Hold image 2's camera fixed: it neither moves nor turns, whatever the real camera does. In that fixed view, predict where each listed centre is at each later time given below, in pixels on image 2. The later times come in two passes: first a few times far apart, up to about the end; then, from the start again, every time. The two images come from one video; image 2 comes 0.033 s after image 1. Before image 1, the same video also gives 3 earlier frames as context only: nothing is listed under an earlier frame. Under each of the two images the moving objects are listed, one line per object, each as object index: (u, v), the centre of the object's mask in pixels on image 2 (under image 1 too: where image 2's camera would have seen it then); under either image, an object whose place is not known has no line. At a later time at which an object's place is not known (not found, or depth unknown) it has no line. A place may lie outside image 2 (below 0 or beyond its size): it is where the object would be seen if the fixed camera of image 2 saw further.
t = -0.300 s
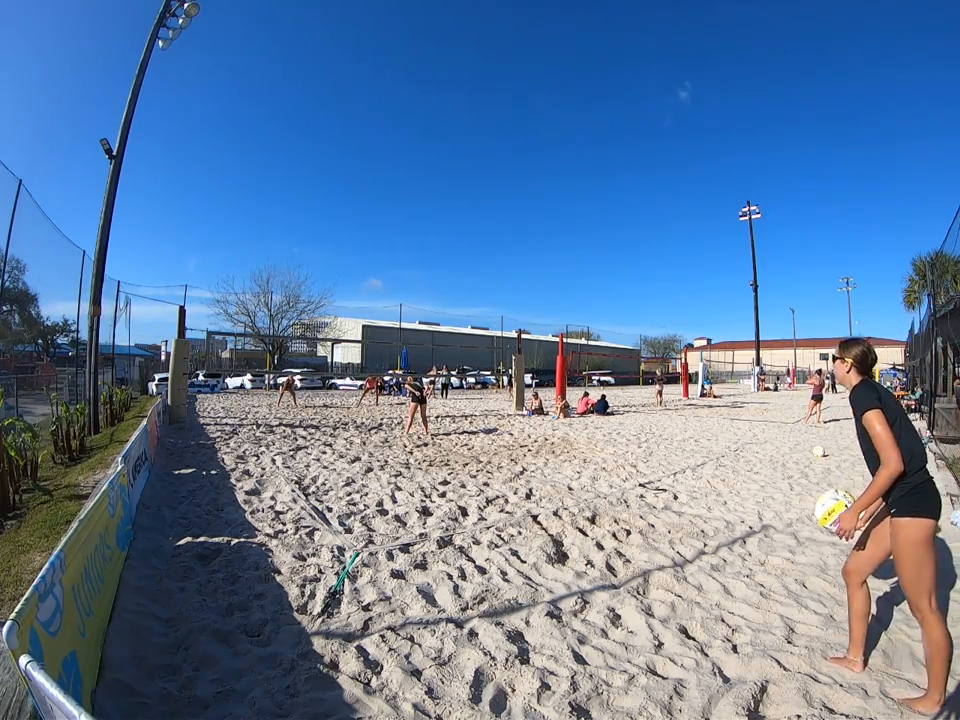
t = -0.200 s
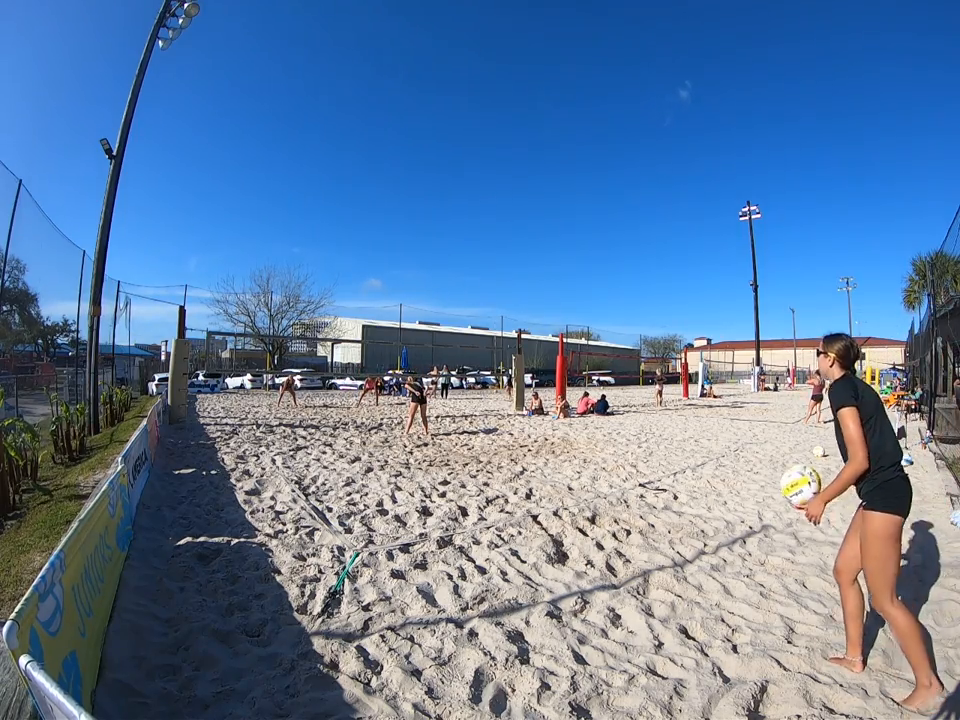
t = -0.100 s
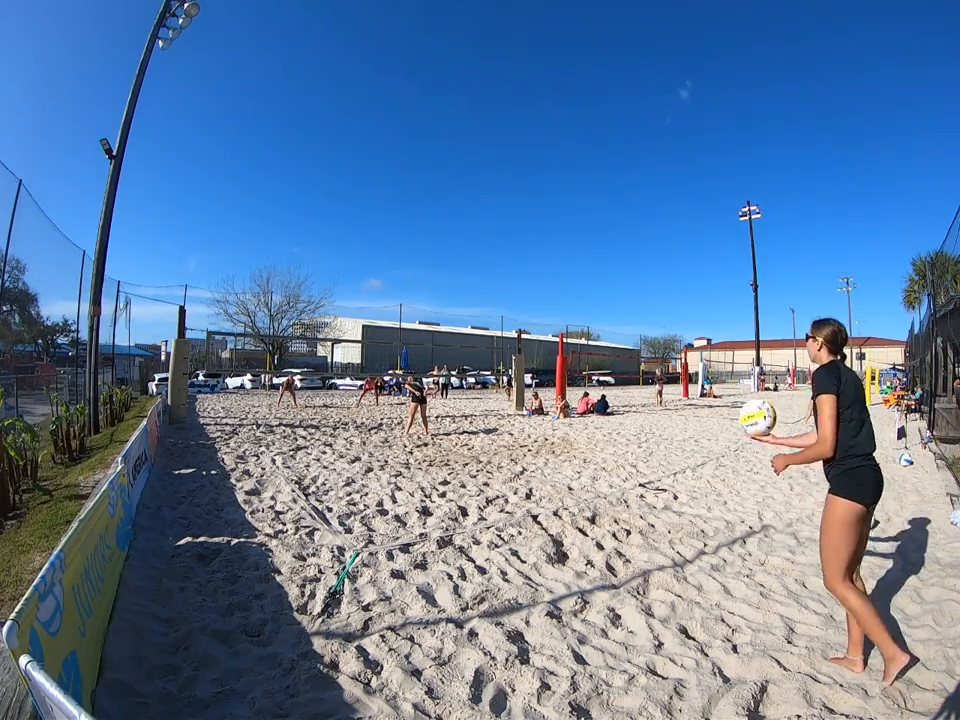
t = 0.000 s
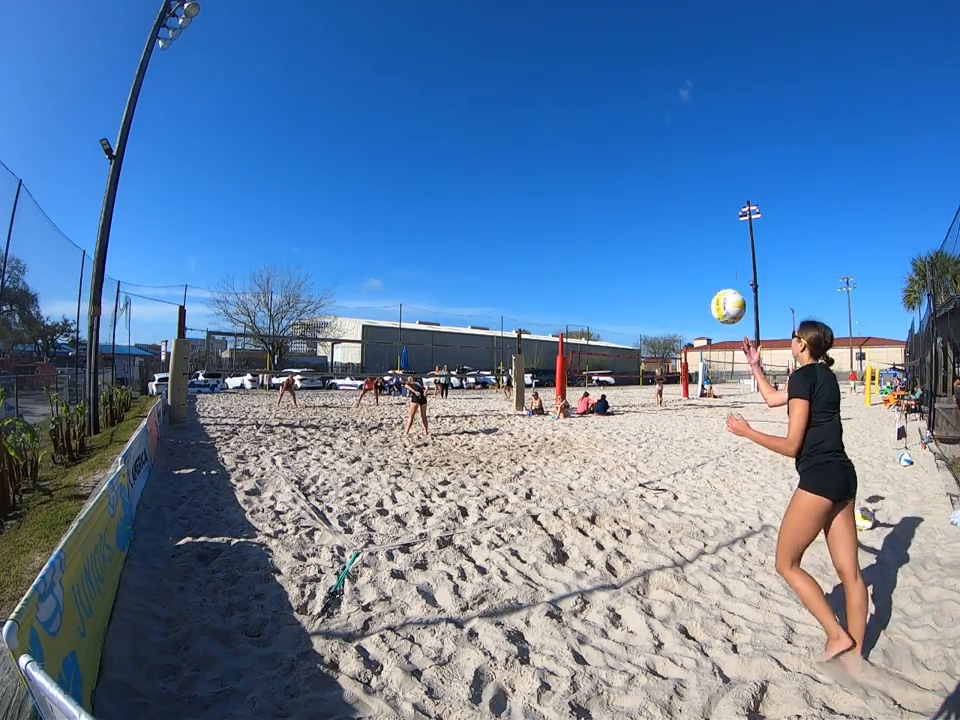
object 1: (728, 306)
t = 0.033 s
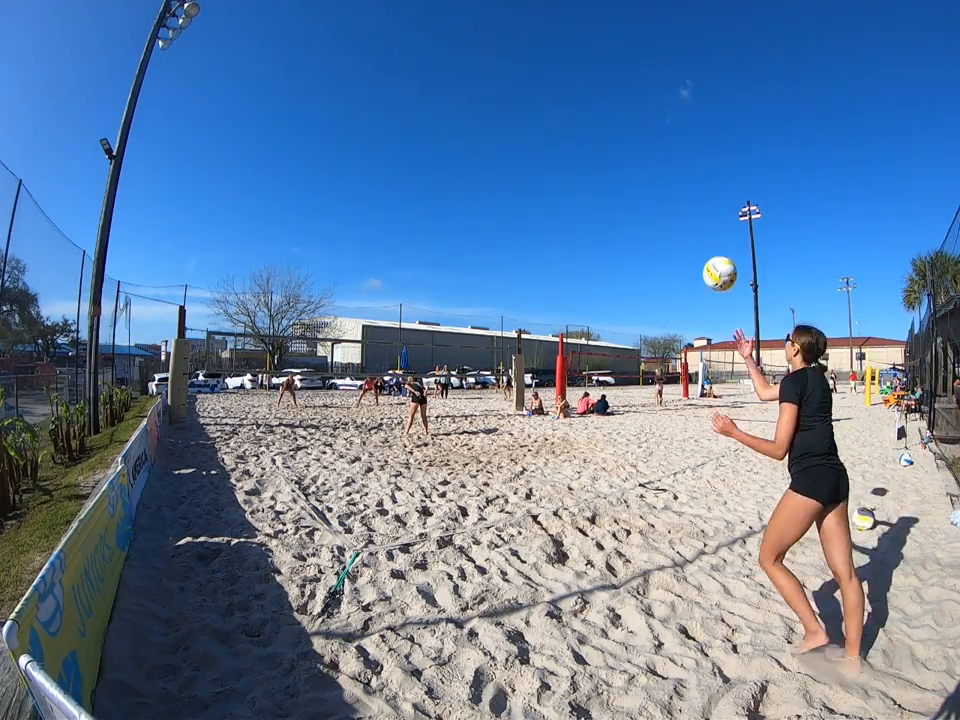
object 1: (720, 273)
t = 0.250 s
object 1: (669, 137)
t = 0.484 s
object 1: (630, 87)
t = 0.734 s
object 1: (603, 94)
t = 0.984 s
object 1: (583, 149)
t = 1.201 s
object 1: (568, 239)
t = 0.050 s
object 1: (715, 258)
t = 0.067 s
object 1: (711, 244)
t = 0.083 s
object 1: (707, 230)
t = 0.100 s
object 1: (703, 218)
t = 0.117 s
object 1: (699, 206)
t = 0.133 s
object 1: (695, 195)
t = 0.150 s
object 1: (691, 185)
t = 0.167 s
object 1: (687, 175)
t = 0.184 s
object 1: (683, 167)
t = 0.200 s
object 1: (679, 159)
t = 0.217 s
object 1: (676, 151)
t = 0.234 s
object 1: (672, 144)
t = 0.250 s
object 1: (669, 137)
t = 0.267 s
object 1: (665, 131)
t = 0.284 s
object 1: (662, 125)
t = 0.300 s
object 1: (659, 120)
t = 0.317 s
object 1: (656, 115)
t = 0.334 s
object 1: (652, 111)
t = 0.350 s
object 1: (650, 107)
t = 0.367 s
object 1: (647, 103)
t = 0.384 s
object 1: (644, 100)
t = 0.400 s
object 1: (642, 97)
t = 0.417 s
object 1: (639, 94)
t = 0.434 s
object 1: (636, 92)
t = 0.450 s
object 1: (634, 90)
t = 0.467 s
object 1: (632, 89)
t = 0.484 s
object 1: (630, 87)
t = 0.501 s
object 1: (628, 86)
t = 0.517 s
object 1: (625, 85)
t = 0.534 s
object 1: (623, 84)
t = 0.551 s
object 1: (621, 84)
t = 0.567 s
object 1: (619, 83)
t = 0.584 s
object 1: (617, 84)
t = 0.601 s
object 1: (615, 84)
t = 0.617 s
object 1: (613, 85)
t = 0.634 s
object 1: (612, 85)
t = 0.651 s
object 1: (610, 86)
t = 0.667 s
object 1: (609, 87)
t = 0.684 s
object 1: (607, 89)
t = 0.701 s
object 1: (605, 90)
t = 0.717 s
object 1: (604, 92)
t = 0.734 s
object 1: (603, 94)
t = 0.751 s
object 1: (601, 96)
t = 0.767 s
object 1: (599, 98)
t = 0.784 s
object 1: (598, 101)
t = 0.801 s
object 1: (597, 104)
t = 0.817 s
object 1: (596, 107)
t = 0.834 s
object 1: (594, 110)
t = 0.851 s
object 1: (593, 113)
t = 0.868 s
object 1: (591, 117)
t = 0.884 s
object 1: (591, 120)
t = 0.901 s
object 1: (589, 125)
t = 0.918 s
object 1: (588, 129)
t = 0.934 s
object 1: (587, 134)
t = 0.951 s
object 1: (585, 139)
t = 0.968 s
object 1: (584, 143)
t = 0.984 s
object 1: (583, 149)
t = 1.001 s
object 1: (582, 154)
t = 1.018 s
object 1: (581, 160)
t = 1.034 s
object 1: (580, 166)
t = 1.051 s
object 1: (578, 172)
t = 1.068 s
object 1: (577, 178)
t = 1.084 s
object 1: (576, 185)
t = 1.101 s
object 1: (575, 192)
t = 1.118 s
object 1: (574, 199)
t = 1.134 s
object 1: (573, 207)
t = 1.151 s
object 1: (572, 214)
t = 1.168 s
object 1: (571, 222)
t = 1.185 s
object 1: (570, 231)
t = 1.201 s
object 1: (568, 239)
